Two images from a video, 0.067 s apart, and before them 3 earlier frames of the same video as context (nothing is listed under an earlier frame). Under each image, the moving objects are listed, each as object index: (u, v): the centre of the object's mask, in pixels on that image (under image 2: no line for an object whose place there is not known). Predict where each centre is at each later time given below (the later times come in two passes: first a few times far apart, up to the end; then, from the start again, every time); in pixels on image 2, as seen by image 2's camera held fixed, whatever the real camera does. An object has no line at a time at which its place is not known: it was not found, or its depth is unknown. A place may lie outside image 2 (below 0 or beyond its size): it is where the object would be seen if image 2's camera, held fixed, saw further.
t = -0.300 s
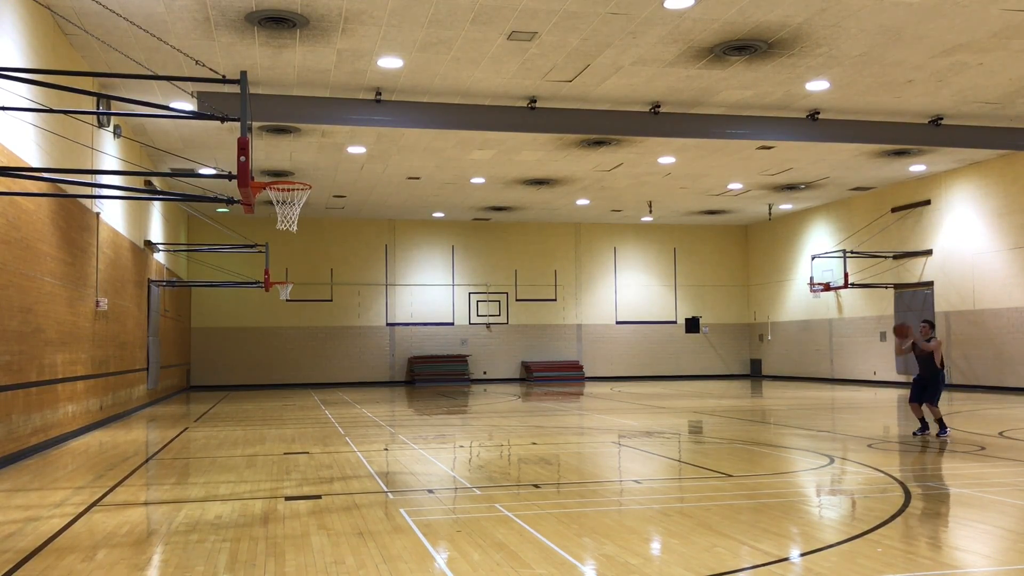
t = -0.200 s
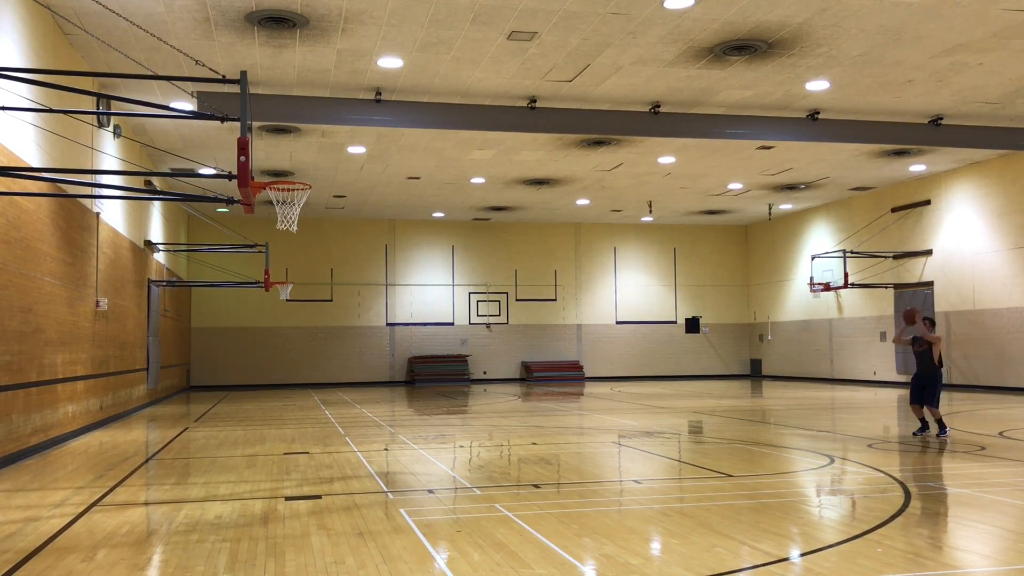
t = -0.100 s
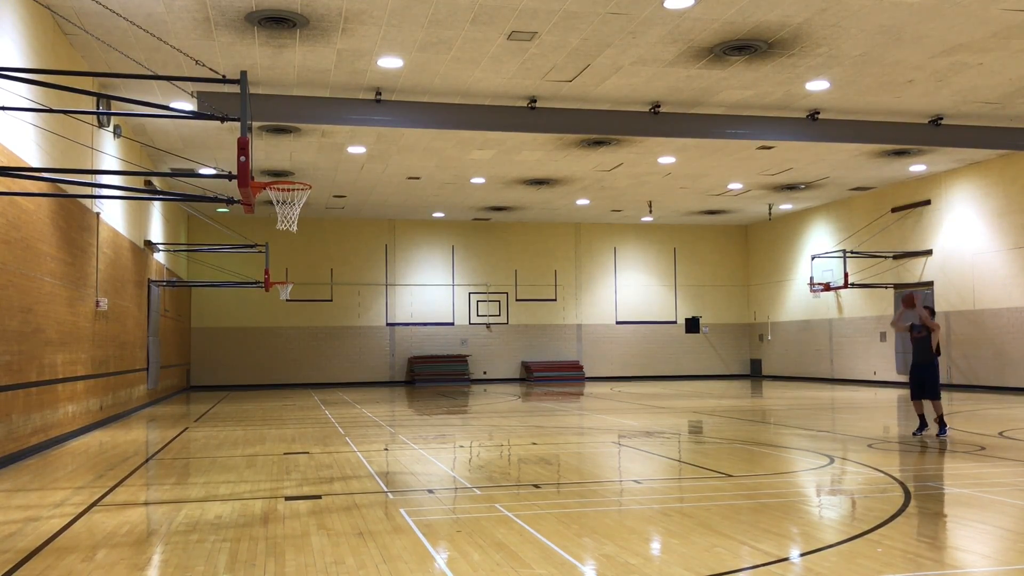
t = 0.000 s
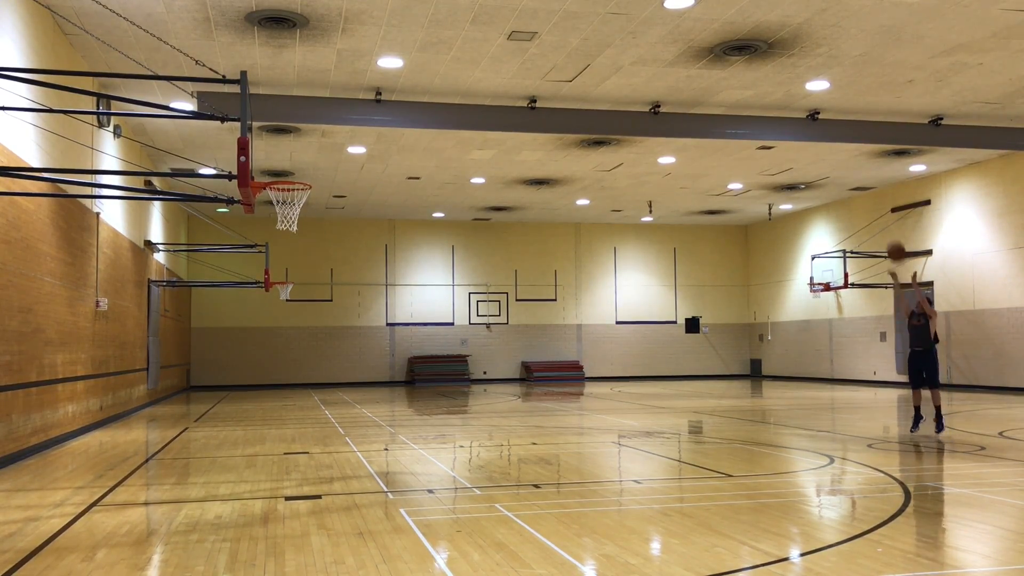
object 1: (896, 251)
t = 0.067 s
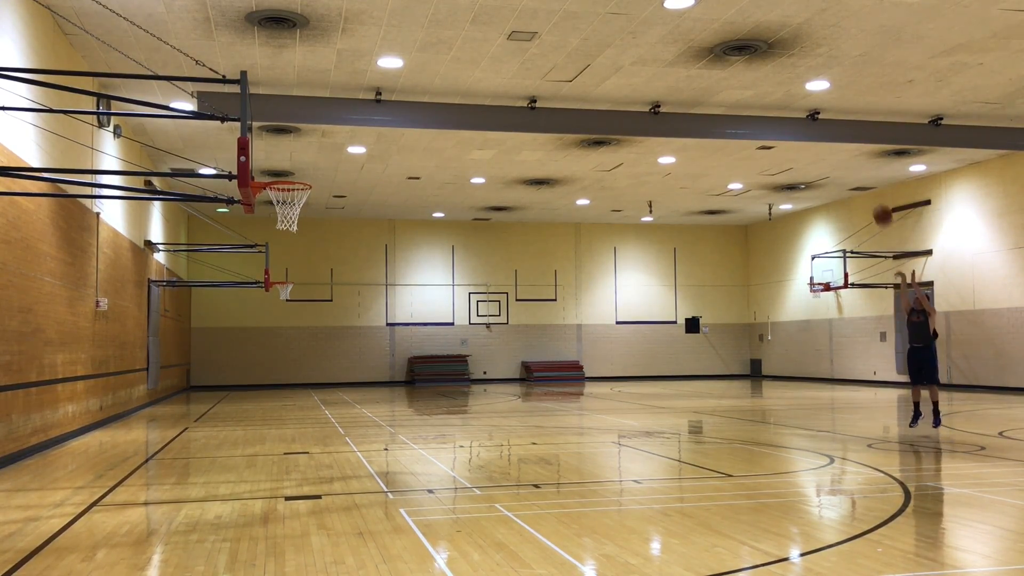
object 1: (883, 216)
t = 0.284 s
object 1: (838, 118)
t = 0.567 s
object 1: (781, 39)
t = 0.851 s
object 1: (721, 18)
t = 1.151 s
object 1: (657, 62)
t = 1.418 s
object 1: (598, 165)
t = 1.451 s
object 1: (590, 183)
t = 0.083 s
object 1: (879, 207)
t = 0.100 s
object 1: (876, 199)
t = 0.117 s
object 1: (872, 190)
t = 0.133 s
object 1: (869, 182)
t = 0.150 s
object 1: (865, 174)
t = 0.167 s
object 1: (862, 166)
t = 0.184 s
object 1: (859, 159)
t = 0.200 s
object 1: (855, 153)
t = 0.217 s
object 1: (852, 146)
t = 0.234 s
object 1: (849, 138)
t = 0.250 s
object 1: (846, 132)
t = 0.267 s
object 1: (842, 125)
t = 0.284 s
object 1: (838, 118)
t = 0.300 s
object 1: (835, 112)
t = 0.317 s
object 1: (832, 106)
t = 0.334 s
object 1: (828, 100)
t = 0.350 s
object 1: (825, 96)
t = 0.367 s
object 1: (822, 90)
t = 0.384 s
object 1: (818, 84)
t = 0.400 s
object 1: (814, 78)
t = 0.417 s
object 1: (811, 74)
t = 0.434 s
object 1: (808, 70)
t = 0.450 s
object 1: (804, 65)
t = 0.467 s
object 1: (801, 61)
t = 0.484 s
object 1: (798, 57)
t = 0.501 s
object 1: (794, 53)
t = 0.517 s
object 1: (791, 49)
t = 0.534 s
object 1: (788, 46)
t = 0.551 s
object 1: (784, 42)
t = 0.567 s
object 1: (781, 39)
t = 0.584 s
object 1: (777, 37)
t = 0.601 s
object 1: (774, 34)
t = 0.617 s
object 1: (770, 31)
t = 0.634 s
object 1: (767, 29)
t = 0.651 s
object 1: (763, 27)
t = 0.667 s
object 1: (760, 25)
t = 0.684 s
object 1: (756, 23)
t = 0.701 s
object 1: (753, 22)
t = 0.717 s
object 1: (749, 21)
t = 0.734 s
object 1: (746, 20)
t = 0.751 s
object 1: (742, 19)
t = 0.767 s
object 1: (739, 18)
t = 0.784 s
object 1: (736, 18)
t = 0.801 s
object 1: (732, 17)
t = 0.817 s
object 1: (728, 17)
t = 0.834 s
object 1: (725, 17)
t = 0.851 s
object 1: (721, 18)
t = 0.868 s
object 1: (718, 18)
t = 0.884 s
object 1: (714, 19)
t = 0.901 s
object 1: (711, 20)
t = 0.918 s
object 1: (708, 21)
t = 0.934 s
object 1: (704, 23)
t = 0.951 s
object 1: (701, 24)
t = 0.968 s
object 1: (697, 26)
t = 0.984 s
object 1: (693, 28)
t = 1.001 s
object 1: (690, 31)
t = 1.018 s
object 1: (686, 33)
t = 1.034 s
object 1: (683, 36)
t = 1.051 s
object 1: (679, 39)
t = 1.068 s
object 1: (675, 43)
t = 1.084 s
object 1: (672, 46)
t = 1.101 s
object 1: (668, 50)
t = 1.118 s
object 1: (665, 54)
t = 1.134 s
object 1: (661, 58)
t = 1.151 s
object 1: (657, 62)
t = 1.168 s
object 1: (654, 67)
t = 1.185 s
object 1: (650, 72)
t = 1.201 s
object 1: (646, 77)
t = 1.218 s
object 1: (642, 82)
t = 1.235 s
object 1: (639, 88)
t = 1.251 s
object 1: (635, 94)
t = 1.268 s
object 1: (632, 99)
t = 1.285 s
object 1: (628, 106)
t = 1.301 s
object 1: (624, 112)
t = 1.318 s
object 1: (621, 119)
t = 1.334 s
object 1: (616, 127)
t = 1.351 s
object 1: (613, 134)
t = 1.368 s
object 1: (610, 143)
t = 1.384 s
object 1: (605, 149)
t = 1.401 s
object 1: (601, 157)
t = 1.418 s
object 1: (598, 165)
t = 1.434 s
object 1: (594, 174)
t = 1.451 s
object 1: (590, 183)
